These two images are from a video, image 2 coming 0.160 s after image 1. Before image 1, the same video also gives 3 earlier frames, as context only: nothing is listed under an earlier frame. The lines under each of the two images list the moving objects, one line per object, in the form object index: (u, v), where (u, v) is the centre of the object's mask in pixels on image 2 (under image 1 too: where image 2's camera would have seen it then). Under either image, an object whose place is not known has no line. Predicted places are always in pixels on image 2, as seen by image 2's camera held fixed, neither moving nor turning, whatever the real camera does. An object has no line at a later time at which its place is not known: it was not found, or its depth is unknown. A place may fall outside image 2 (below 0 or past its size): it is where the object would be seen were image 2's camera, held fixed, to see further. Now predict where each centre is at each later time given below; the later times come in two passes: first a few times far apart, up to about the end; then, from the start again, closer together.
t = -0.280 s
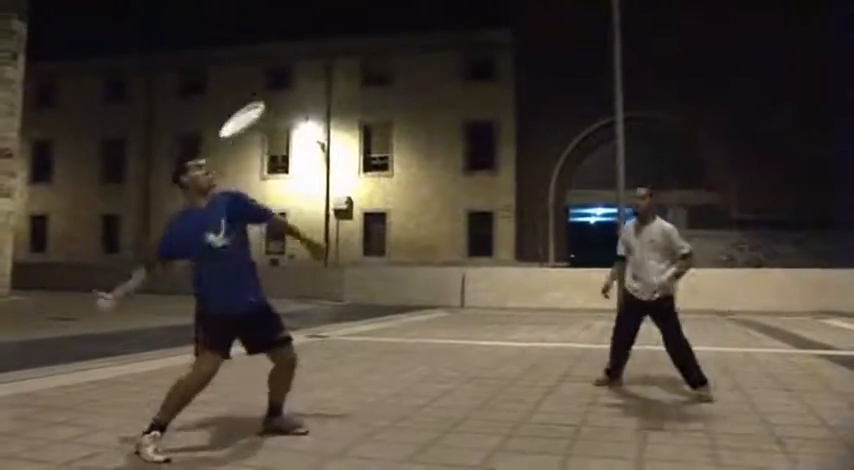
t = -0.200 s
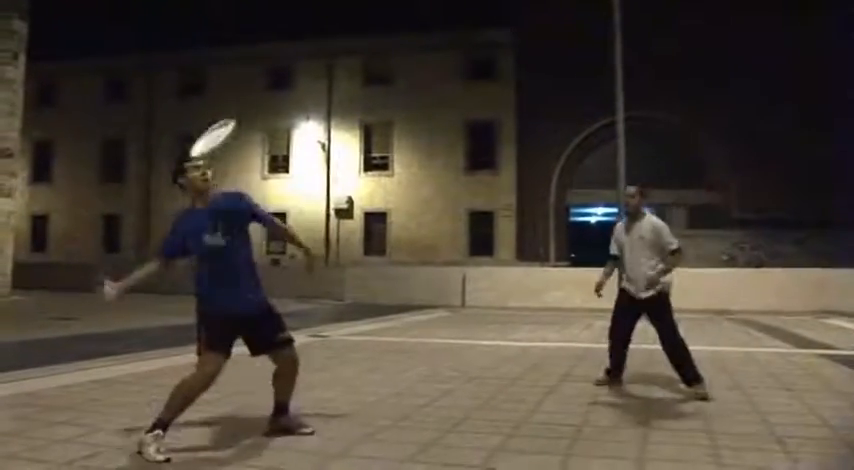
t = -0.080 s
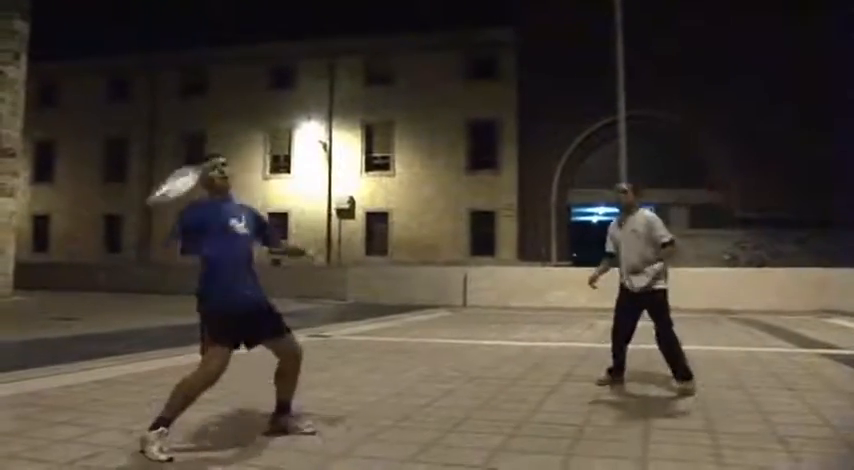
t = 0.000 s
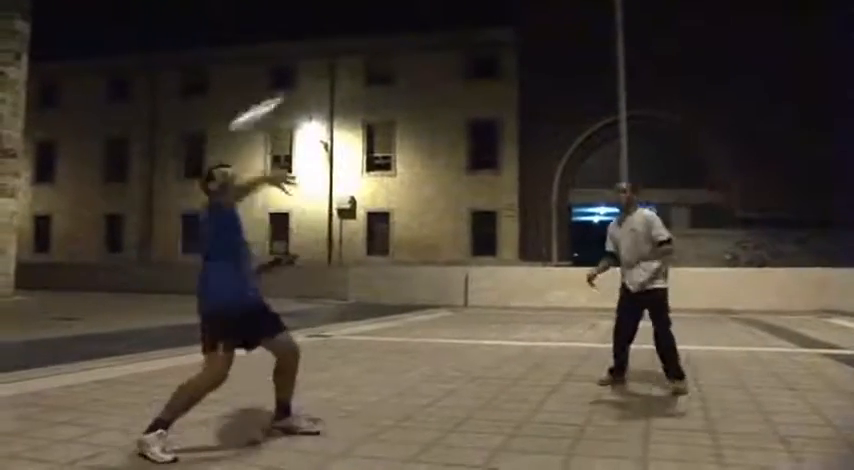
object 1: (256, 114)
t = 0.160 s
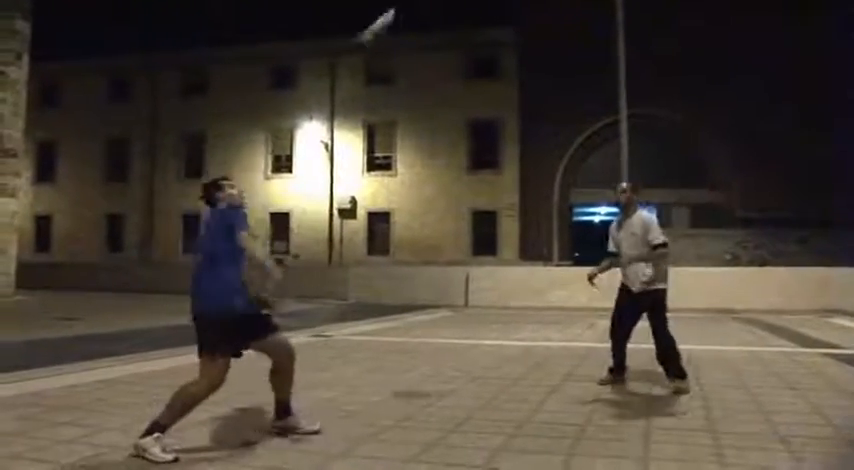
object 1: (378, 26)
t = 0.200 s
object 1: (398, 16)
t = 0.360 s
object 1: (461, 4)
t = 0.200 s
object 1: (398, 16)
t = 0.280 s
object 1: (432, 7)
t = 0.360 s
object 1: (461, 4)
